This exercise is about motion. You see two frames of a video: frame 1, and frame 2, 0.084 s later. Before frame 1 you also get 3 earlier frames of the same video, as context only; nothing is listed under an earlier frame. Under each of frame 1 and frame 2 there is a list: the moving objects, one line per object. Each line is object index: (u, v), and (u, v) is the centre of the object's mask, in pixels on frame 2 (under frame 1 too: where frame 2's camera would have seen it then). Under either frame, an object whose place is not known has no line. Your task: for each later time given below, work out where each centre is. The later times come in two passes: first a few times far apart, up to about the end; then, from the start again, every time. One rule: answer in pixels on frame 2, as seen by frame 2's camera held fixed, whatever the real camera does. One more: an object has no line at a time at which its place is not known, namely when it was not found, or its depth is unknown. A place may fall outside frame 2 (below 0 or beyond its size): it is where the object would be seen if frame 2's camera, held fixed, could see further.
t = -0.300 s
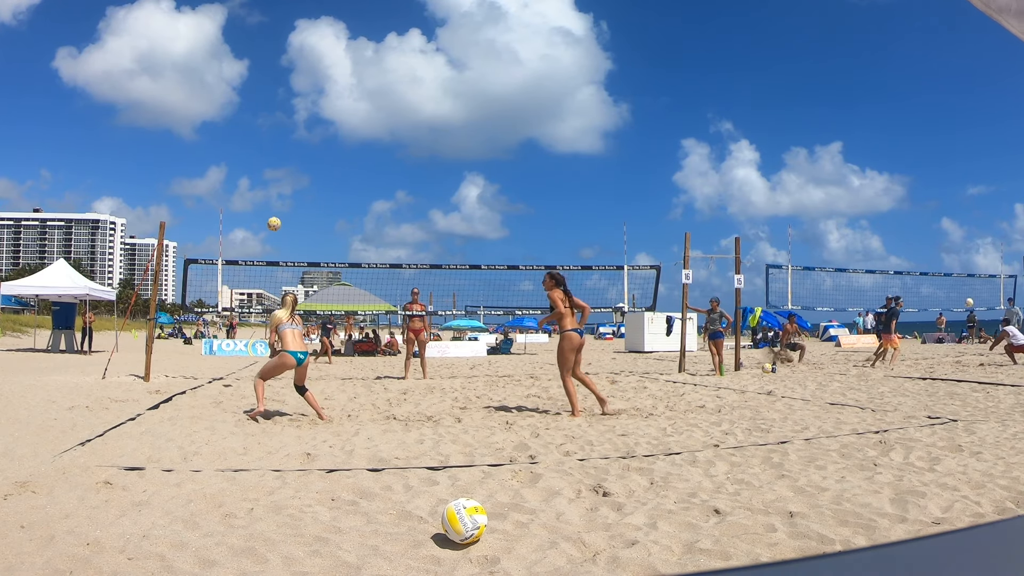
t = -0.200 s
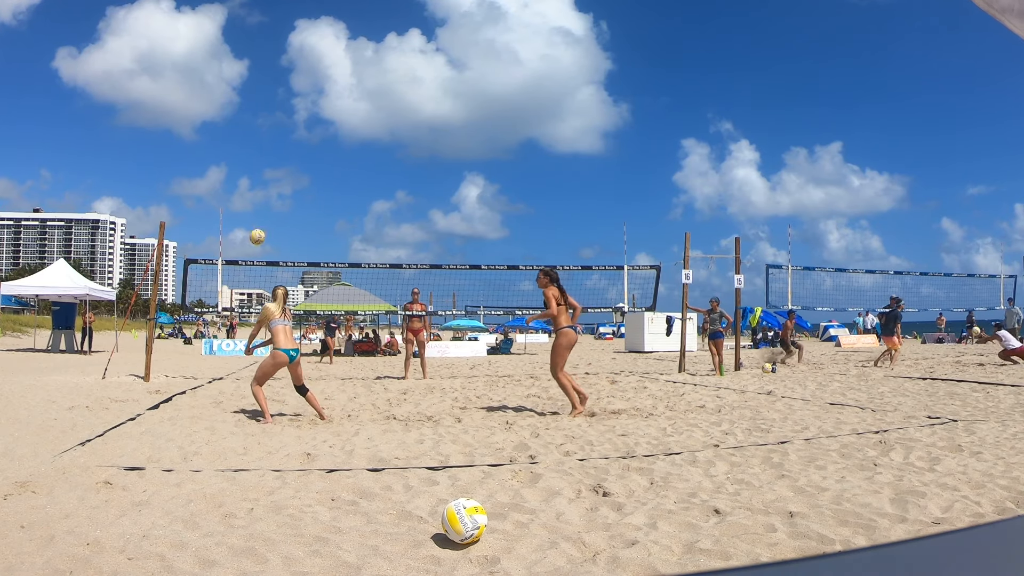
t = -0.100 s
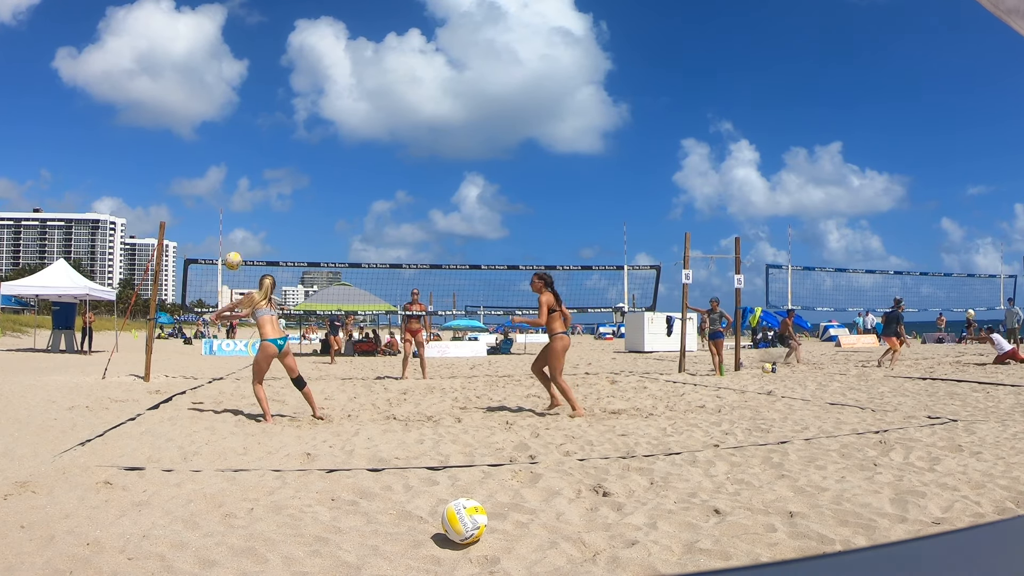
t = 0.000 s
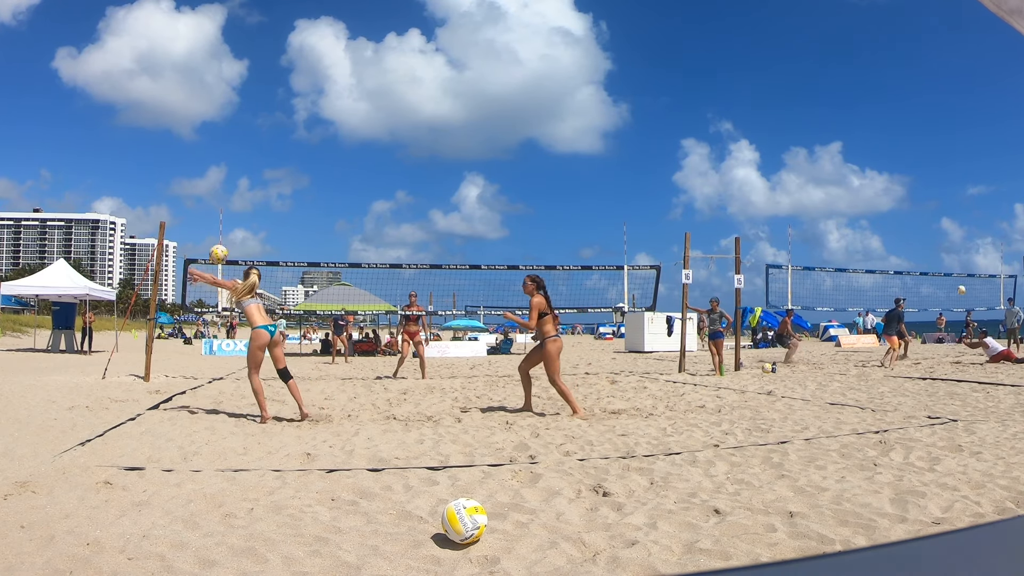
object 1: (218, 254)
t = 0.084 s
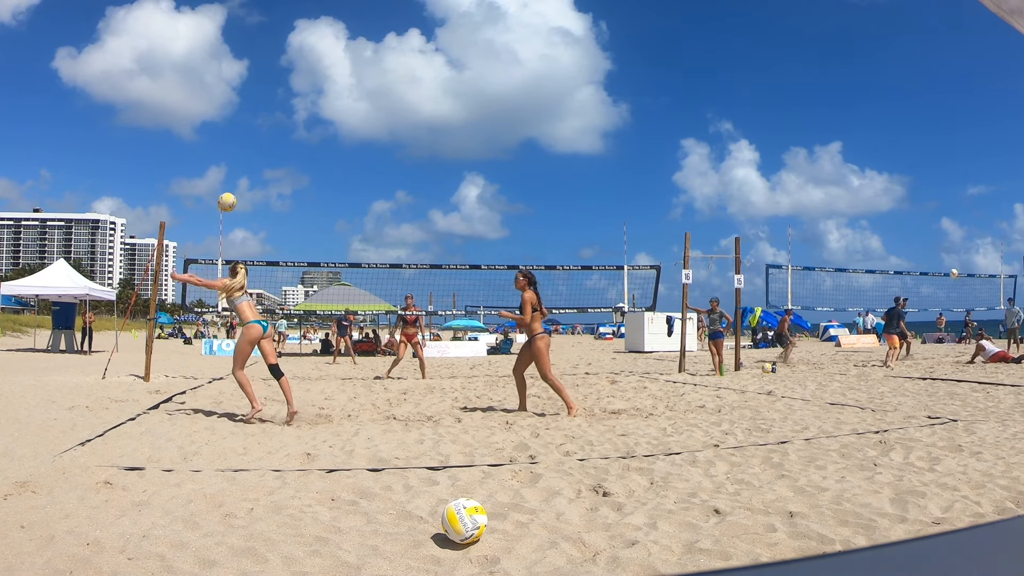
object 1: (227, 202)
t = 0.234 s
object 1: (243, 128)
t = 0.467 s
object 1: (263, 63)
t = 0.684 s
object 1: (277, 43)
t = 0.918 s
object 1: (285, 60)
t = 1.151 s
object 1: (288, 109)
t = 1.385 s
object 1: (285, 192)
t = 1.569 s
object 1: (280, 279)
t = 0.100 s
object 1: (229, 193)
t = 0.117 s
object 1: (230, 184)
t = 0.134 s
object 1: (232, 175)
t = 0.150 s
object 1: (234, 166)
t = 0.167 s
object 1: (235, 158)
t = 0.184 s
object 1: (237, 150)
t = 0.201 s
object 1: (239, 143)
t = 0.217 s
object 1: (241, 135)
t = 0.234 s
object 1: (243, 128)
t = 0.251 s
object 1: (244, 122)
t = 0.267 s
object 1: (246, 116)
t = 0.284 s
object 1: (247, 110)
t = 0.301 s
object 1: (249, 105)
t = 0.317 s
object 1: (250, 99)
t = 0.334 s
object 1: (252, 94)
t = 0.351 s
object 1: (253, 89)
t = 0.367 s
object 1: (255, 85)
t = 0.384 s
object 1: (256, 81)
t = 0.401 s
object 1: (258, 76)
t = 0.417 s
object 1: (259, 73)
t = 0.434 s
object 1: (260, 69)
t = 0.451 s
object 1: (262, 66)
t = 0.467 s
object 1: (263, 63)
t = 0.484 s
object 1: (264, 60)
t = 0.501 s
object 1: (266, 57)
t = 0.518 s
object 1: (267, 55)
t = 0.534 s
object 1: (268, 53)
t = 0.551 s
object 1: (269, 51)
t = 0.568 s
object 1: (270, 50)
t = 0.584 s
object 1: (272, 48)
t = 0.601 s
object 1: (272, 47)
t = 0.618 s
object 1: (273, 46)
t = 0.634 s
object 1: (274, 45)
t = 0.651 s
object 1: (275, 44)
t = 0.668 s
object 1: (276, 44)
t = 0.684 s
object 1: (277, 43)
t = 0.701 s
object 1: (278, 44)
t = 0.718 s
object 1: (278, 44)
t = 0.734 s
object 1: (279, 44)
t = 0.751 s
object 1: (280, 44)
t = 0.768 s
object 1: (281, 45)
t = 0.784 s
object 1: (281, 46)
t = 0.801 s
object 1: (282, 47)
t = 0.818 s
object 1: (282, 48)
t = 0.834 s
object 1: (283, 49)
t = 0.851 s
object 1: (284, 51)
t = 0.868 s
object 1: (284, 53)
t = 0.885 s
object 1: (284, 55)
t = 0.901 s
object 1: (285, 57)
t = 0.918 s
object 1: (285, 60)
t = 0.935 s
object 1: (286, 61)
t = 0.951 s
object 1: (286, 64)
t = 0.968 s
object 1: (286, 67)
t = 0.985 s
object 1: (287, 70)
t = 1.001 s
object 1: (287, 73)
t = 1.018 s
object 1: (287, 76)
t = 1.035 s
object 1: (287, 80)
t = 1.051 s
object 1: (288, 83)
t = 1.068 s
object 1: (288, 87)
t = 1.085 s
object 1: (288, 91)
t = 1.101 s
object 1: (288, 96)
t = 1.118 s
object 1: (288, 100)
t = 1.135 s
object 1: (288, 105)
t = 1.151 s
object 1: (288, 109)
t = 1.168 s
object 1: (288, 114)
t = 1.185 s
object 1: (288, 119)
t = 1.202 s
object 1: (288, 124)
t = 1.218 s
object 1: (288, 129)
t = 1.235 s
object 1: (288, 135)
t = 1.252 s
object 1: (288, 141)
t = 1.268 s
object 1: (287, 146)
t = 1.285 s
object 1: (287, 153)
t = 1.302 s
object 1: (287, 159)
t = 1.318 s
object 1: (287, 165)
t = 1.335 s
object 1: (286, 172)
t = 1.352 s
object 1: (286, 179)
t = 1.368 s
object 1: (285, 185)
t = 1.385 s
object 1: (285, 192)
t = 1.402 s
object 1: (285, 200)
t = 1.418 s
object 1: (284, 207)
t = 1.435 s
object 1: (284, 214)
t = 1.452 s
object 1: (283, 221)
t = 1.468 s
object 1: (283, 229)
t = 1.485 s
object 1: (282, 237)
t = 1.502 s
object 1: (282, 245)
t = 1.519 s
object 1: (281, 253)
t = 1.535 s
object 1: (281, 262)
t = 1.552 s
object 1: (280, 270)
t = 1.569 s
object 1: (280, 279)
